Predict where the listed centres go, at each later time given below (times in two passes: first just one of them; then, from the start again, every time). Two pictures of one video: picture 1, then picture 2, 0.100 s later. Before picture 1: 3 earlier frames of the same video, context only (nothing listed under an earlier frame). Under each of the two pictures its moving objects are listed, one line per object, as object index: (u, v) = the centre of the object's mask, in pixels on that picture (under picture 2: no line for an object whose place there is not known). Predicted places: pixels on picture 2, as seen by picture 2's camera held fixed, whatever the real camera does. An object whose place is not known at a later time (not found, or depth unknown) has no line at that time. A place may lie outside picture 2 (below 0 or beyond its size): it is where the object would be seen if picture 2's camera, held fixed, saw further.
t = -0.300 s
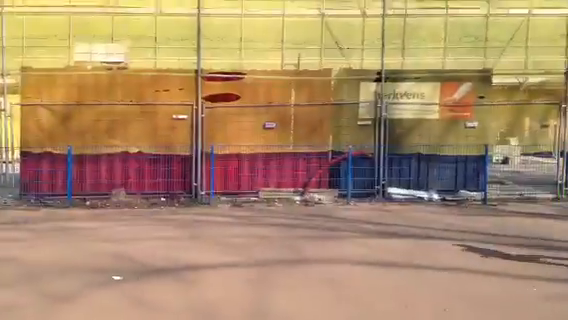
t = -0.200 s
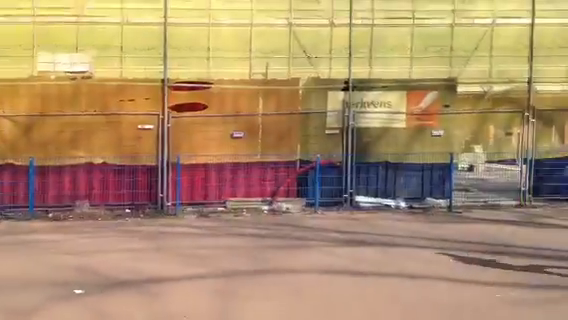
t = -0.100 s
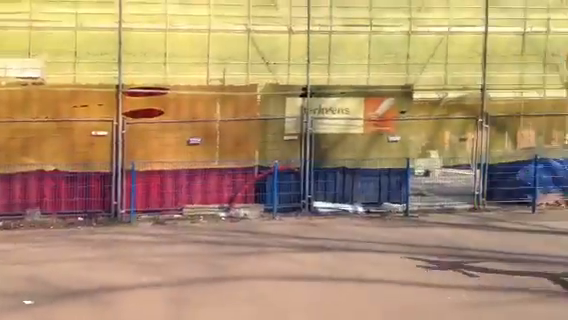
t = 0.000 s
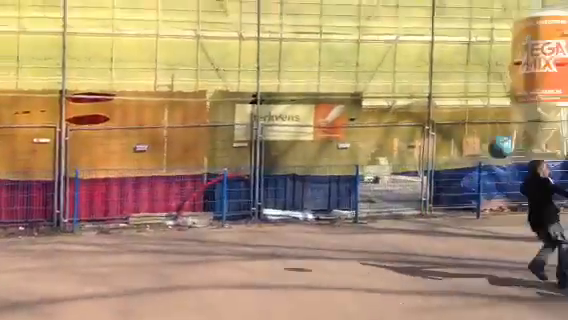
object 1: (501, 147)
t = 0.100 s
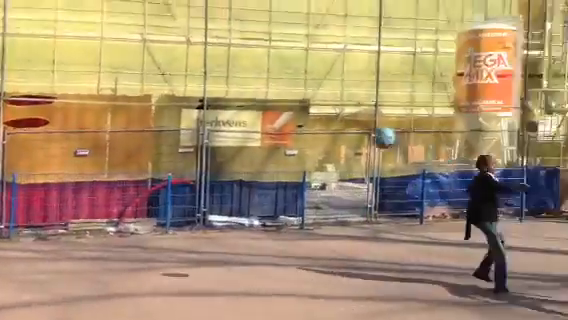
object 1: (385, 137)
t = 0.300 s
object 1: (270, 130)
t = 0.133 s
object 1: (365, 134)
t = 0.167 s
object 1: (346, 132)
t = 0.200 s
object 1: (327, 129)
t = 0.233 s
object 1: (307, 128)
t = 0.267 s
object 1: (290, 129)
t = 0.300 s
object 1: (270, 130)
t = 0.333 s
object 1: (251, 133)
